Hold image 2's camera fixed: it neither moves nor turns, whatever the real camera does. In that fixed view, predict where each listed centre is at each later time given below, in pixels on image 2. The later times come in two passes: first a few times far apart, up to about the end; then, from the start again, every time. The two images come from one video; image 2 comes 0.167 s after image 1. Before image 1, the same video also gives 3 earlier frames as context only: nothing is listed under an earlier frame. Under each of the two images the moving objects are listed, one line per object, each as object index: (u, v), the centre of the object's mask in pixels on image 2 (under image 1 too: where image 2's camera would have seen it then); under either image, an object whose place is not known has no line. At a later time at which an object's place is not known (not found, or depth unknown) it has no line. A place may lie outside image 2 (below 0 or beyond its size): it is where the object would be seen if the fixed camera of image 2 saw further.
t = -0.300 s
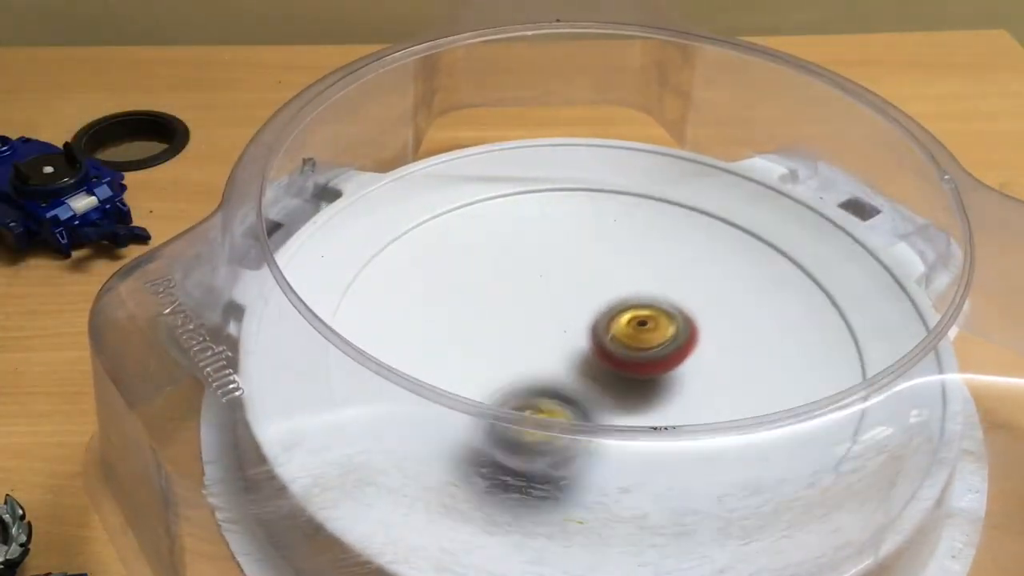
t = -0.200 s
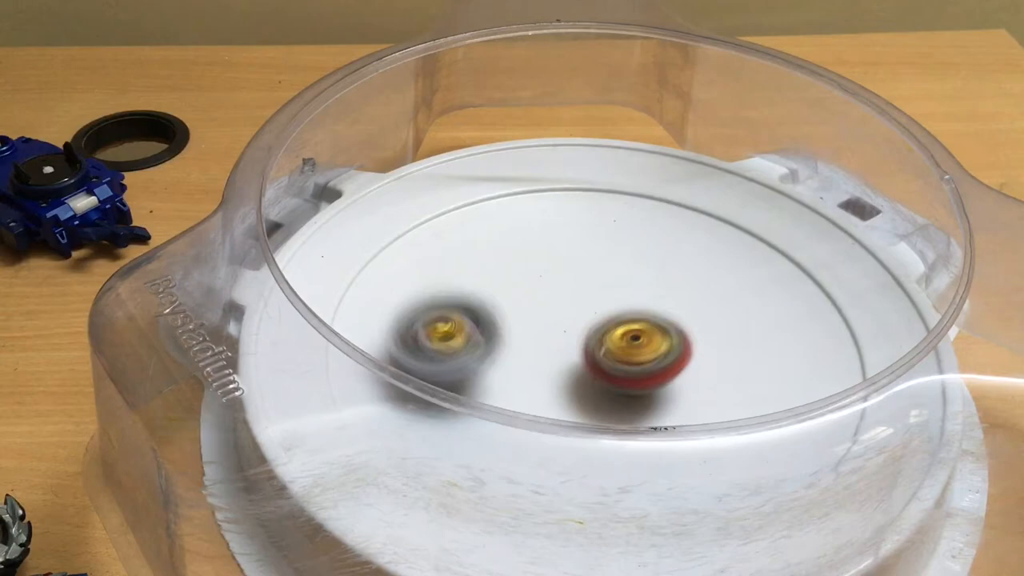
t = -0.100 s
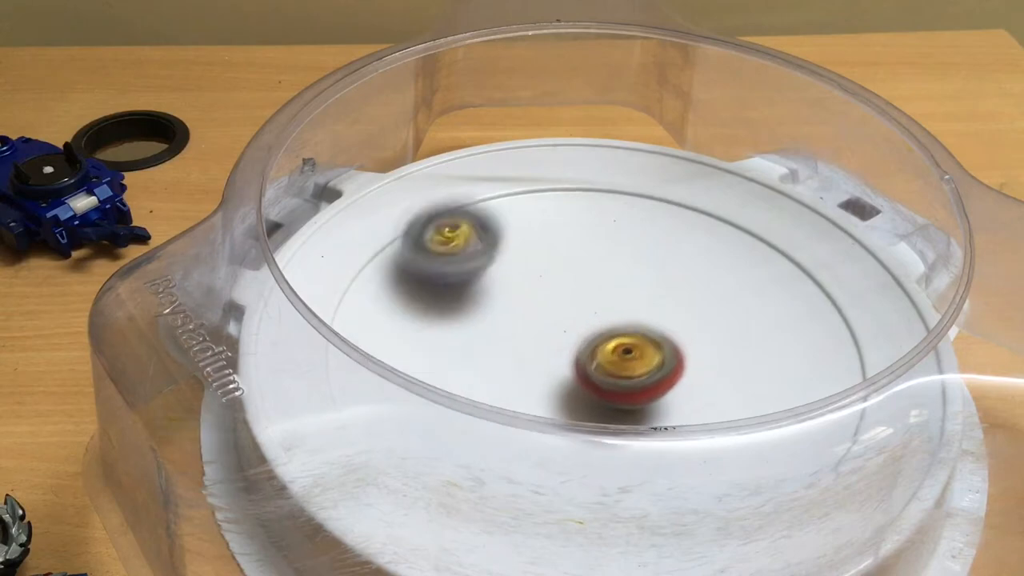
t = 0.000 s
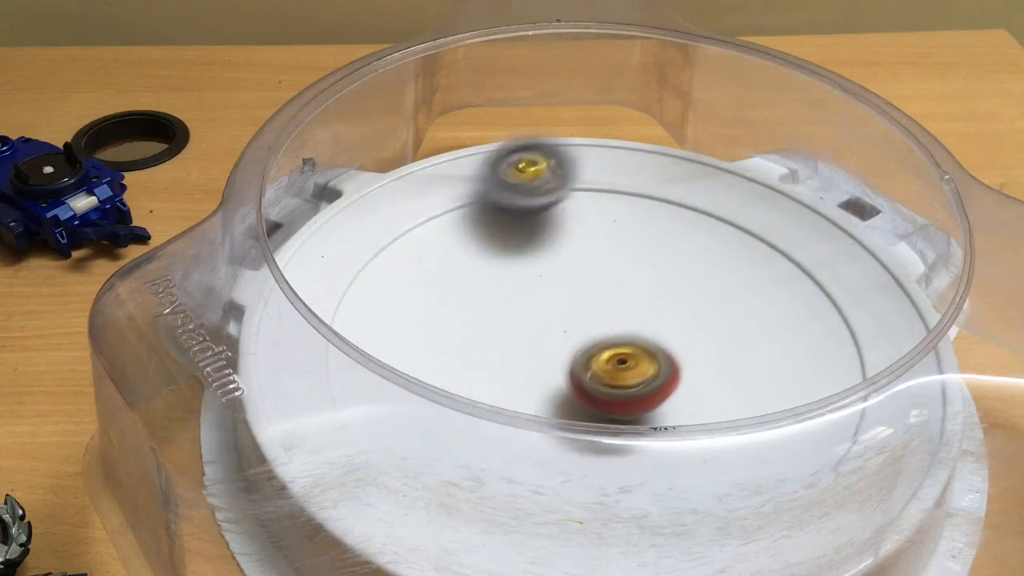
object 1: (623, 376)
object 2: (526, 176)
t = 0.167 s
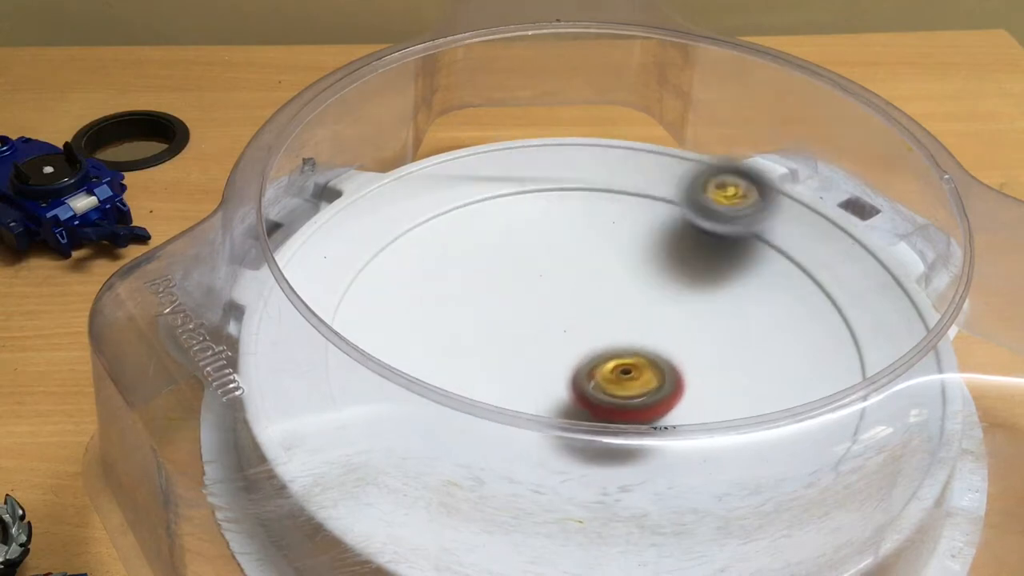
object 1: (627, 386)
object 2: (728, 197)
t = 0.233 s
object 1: (626, 386)
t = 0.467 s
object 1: (482, 349)
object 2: (780, 469)
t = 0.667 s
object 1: (314, 285)
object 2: (582, 512)
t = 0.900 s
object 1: (329, 319)
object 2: (492, 359)
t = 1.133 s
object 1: (456, 362)
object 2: (680, 275)
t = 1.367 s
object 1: (546, 351)
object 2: (825, 347)
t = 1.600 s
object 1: (620, 310)
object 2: (613, 391)
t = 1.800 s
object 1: (661, 280)
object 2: (510, 290)
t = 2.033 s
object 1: (676, 269)
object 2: (606, 196)
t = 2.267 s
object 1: (722, 386)
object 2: (652, 194)
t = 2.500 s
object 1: (735, 394)
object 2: (589, 218)
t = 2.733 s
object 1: (708, 389)
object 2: (483, 231)
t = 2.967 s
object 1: (618, 386)
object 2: (456, 255)
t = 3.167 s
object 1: (555, 383)
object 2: (437, 309)
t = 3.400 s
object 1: (521, 372)
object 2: (462, 264)
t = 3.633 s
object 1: (518, 373)
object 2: (617, 314)
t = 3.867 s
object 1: (546, 347)
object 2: (613, 417)
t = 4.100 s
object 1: (592, 321)
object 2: (505, 368)
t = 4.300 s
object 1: (641, 302)
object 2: (497, 304)
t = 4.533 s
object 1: (689, 299)
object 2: (542, 315)
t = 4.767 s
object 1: (702, 310)
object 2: (516, 351)
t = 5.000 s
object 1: (678, 337)
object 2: (534, 349)
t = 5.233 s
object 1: (702, 346)
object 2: (484, 350)
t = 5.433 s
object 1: (693, 342)
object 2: (455, 287)
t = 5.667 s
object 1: (763, 358)
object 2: (513, 298)
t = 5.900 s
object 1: (774, 365)
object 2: (489, 280)
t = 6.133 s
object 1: (712, 362)
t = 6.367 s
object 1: (624, 338)
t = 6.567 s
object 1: (575, 311)
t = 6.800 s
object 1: (576, 256)
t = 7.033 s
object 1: (591, 235)
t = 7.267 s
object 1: (610, 276)
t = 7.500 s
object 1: (630, 296)
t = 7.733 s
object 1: (607, 261)
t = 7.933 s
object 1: (558, 237)
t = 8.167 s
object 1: (535, 237)
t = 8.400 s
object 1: (522, 261)
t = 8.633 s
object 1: (531, 271)
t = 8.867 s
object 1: (525, 291)
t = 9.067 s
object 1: (536, 280)
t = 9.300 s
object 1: (538, 292)
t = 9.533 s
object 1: (554, 348)
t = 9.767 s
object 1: (473, 370)
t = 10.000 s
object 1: (437, 352)
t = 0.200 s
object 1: (627, 387)
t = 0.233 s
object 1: (626, 386)
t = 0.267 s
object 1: (625, 386)
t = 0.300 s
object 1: (623, 386)
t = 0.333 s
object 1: (620, 386)
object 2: (781, 355)
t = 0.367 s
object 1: (617, 386)
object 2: (754, 378)
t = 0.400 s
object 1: (593, 381)
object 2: (731, 396)
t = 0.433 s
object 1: (534, 363)
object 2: (767, 444)
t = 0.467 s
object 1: (482, 349)
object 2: (780, 469)
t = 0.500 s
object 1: (437, 331)
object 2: (766, 486)
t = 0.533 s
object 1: (401, 317)
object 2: (735, 488)
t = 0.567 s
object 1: (368, 306)
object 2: (700, 490)
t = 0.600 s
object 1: (345, 293)
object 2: (665, 496)
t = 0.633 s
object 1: (334, 287)
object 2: (624, 512)
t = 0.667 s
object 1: (314, 285)
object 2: (582, 512)
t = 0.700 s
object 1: (302, 287)
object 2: (544, 504)
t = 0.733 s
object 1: (288, 292)
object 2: (509, 488)
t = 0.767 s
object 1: (292, 297)
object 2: (489, 460)
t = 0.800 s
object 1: (300, 300)
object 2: (481, 426)
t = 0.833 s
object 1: (308, 308)
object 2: (476, 399)
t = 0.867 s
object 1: (317, 311)
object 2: (486, 371)
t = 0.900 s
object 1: (329, 319)
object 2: (492, 359)
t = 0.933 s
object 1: (340, 326)
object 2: (512, 337)
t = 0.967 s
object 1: (358, 339)
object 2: (536, 319)
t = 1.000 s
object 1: (381, 346)
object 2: (561, 304)
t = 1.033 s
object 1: (401, 354)
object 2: (590, 291)
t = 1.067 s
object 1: (424, 353)
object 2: (619, 283)
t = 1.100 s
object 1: (441, 358)
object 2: (651, 278)
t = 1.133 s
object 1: (456, 362)
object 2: (680, 275)
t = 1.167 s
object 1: (471, 364)
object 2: (709, 274)
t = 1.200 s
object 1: (484, 365)
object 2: (741, 277)
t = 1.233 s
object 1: (496, 365)
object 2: (767, 283)
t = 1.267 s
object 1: (508, 364)
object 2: (792, 294)
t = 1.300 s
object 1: (522, 359)
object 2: (811, 308)
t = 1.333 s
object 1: (534, 356)
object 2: (823, 325)
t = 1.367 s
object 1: (546, 351)
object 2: (825, 347)
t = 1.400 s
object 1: (558, 346)
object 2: (814, 363)
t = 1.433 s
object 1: (569, 341)
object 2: (795, 377)
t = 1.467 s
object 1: (580, 335)
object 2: (761, 390)
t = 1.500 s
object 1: (591, 330)
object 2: (727, 398)
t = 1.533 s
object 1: (600, 324)
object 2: (690, 401)
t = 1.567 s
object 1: (610, 317)
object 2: (645, 396)
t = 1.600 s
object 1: (620, 310)
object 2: (613, 391)
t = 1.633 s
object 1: (630, 305)
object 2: (585, 380)
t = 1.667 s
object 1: (637, 302)
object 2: (562, 370)
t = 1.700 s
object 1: (643, 296)
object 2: (536, 354)
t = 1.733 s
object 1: (648, 290)
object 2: (523, 332)
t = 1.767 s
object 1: (655, 284)
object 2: (513, 311)
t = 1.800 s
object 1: (661, 280)
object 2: (510, 290)
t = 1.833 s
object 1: (665, 277)
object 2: (512, 271)
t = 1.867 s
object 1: (667, 275)
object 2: (517, 252)
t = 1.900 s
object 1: (668, 272)
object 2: (528, 235)
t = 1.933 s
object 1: (670, 271)
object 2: (542, 218)
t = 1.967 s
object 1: (673, 269)
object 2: (559, 208)
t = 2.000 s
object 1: (676, 269)
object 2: (583, 198)
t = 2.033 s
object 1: (676, 269)
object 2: (606, 196)
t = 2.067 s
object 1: (680, 277)
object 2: (628, 192)
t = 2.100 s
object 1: (695, 307)
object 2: (636, 168)
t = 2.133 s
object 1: (706, 332)
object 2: (641, 166)
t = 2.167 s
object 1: (714, 353)
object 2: (645, 175)
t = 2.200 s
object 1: (719, 369)
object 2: (649, 182)
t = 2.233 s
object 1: (720, 380)
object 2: (652, 189)
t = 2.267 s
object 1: (722, 386)
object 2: (652, 194)
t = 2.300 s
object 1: (724, 389)
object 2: (651, 199)
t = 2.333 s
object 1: (727, 392)
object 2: (647, 200)
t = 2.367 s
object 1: (730, 394)
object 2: (639, 203)
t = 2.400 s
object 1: (732, 395)
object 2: (629, 204)
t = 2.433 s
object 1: (735, 395)
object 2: (618, 208)
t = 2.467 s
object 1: (736, 395)
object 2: (604, 212)
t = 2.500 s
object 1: (735, 394)
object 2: (589, 218)
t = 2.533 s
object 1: (734, 393)
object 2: (575, 220)
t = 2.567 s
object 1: (733, 392)
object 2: (559, 223)
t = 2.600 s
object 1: (731, 392)
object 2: (543, 225)
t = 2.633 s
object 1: (728, 390)
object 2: (527, 228)
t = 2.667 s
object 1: (724, 390)
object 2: (511, 231)
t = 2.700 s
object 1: (717, 389)
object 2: (496, 231)
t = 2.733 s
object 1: (708, 389)
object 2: (483, 231)
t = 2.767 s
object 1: (697, 389)
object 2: (472, 231)
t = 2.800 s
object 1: (686, 389)
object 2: (462, 230)
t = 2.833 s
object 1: (673, 390)
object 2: (456, 231)
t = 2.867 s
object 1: (660, 390)
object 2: (453, 233)
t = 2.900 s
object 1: (646, 390)
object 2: (453, 237)
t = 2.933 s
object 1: (632, 387)
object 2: (454, 245)
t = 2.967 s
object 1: (618, 386)
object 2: (456, 255)
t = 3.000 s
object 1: (605, 383)
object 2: (458, 265)
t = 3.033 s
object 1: (591, 384)
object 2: (460, 278)
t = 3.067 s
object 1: (577, 381)
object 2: (461, 293)
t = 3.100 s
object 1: (564, 377)
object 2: (460, 306)
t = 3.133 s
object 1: (555, 377)
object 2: (453, 316)
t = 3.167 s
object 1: (555, 383)
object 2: (437, 309)
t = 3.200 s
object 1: (553, 385)
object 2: (425, 302)
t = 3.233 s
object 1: (550, 386)
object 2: (413, 291)
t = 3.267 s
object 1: (544, 384)
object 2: (410, 279)
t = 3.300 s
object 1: (539, 383)
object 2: (413, 269)
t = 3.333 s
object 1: (532, 379)
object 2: (425, 263)
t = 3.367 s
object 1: (526, 376)
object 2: (442, 261)
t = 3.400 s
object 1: (521, 372)
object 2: (462, 264)
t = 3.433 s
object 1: (517, 368)
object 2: (487, 274)
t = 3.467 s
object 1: (514, 367)
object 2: (509, 281)
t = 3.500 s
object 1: (515, 373)
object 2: (532, 280)
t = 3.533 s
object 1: (515, 375)
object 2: (553, 283)
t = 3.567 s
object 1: (515, 376)
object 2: (577, 290)
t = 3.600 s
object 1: (516, 375)
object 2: (597, 300)
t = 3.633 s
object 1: (518, 373)
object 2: (617, 314)
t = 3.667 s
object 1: (521, 371)
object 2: (631, 329)
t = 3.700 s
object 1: (524, 369)
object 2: (641, 345)
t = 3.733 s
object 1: (528, 365)
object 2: (646, 364)
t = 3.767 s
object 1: (532, 361)
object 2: (647, 380)
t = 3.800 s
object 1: (536, 356)
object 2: (642, 391)
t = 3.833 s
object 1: (541, 352)
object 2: (627, 398)
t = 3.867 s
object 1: (546, 347)
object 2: (613, 417)
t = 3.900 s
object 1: (551, 342)
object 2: (592, 423)
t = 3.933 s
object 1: (559, 338)
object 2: (568, 424)
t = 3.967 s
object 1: (565, 335)
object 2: (546, 420)
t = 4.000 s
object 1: (572, 332)
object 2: (526, 411)
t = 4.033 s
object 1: (579, 328)
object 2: (514, 399)
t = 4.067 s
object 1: (585, 325)
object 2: (506, 385)
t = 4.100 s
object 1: (592, 321)
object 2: (505, 368)
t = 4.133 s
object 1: (600, 318)
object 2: (510, 353)
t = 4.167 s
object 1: (610, 312)
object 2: (509, 342)
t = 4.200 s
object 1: (621, 308)
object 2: (497, 329)
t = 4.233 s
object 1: (630, 305)
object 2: (491, 321)
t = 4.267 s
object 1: (636, 304)
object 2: (491, 311)
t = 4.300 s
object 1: (641, 302)
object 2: (497, 304)
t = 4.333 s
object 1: (647, 300)
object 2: (507, 298)
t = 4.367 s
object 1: (652, 299)
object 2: (522, 295)
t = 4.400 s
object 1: (656, 299)
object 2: (538, 296)
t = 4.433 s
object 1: (669, 298)
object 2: (543, 299)
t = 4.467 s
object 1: (678, 299)
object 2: (543, 303)
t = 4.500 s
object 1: (684, 299)
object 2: (542, 309)
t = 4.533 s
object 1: (689, 299)
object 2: (542, 315)
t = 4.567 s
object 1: (694, 300)
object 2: (541, 322)
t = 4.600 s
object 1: (697, 300)
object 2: (539, 329)
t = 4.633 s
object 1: (700, 302)
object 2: (535, 335)
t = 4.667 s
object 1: (701, 303)
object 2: (530, 340)
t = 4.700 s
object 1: (702, 305)
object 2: (525, 345)
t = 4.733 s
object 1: (702, 307)
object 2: (520, 349)
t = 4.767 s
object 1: (702, 310)
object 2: (516, 351)
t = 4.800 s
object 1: (700, 313)
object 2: (513, 351)
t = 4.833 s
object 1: (699, 317)
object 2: (512, 351)
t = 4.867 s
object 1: (696, 320)
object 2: (512, 350)
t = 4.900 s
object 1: (693, 324)
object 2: (513, 350)
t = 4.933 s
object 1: (689, 329)
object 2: (518, 348)
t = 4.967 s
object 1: (684, 332)
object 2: (523, 349)
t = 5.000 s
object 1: (678, 337)
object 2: (534, 349)
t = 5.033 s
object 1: (671, 341)
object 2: (543, 350)
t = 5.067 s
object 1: (669, 344)
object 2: (549, 354)
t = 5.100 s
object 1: (668, 346)
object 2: (548, 356)
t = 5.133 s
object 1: (663, 349)
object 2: (544, 357)
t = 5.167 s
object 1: (662, 350)
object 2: (536, 358)
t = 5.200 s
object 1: (687, 348)
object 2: (505, 356)
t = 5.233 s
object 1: (702, 346)
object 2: (484, 350)
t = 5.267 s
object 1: (708, 345)
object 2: (463, 342)
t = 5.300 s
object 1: (707, 344)
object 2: (446, 331)
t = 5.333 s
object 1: (704, 344)
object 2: (437, 318)
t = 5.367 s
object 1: (701, 343)
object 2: (435, 306)
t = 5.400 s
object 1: (698, 343)
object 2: (441, 295)
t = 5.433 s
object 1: (693, 342)
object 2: (455, 287)
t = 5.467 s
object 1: (689, 342)
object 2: (473, 284)
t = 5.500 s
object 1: (683, 341)
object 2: (496, 285)
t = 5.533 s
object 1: (679, 340)
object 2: (519, 289)
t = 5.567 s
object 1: (673, 339)
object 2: (539, 297)
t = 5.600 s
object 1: (681, 343)
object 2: (551, 305)
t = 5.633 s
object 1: (726, 351)
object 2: (529, 302)
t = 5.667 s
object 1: (763, 358)
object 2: (513, 298)
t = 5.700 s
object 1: (786, 362)
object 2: (499, 293)
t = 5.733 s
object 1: (794, 363)
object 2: (486, 288)
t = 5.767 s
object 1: (797, 364)
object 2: (479, 282)
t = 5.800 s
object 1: (794, 365)
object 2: (476, 279)
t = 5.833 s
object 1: (787, 365)
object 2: (479, 278)
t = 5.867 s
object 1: (781, 365)
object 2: (483, 278)
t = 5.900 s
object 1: (774, 365)
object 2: (489, 280)
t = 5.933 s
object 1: (768, 364)
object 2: (496, 284)
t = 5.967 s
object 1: (761, 362)
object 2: (506, 291)
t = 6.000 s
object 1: (753, 363)
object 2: (514, 298)
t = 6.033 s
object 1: (744, 363)
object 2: (525, 307)
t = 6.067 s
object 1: (733, 363)
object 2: (534, 320)
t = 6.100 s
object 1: (722, 363)
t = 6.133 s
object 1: (712, 362)
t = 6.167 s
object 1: (699, 361)
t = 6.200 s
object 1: (683, 361)
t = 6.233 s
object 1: (667, 363)
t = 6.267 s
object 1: (652, 359)
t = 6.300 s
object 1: (644, 350)
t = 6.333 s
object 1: (636, 344)
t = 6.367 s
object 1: (624, 338)
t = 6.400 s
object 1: (612, 333)
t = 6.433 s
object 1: (603, 328)
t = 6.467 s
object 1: (595, 324)
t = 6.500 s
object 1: (587, 320)
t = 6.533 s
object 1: (580, 316)
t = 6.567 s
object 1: (575, 311)
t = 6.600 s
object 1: (570, 307)
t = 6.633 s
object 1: (567, 303)
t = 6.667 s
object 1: (567, 299)
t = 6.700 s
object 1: (571, 288)
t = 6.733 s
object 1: (574, 278)
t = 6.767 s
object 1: (574, 267)
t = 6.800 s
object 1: (576, 256)
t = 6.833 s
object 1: (577, 246)
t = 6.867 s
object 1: (580, 239)
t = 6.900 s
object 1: (583, 234)
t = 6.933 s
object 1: (586, 231)
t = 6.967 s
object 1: (588, 230)
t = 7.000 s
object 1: (590, 231)
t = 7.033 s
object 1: (591, 235)
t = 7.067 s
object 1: (593, 239)
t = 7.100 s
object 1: (594, 242)
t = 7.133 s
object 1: (594, 246)
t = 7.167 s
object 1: (594, 252)
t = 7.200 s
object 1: (597, 260)
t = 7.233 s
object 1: (602, 268)
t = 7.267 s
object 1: (610, 276)
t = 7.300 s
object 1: (617, 285)
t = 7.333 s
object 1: (622, 295)
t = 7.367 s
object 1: (629, 293)
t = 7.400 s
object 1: (630, 290)
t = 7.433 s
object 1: (632, 290)
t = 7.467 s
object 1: (631, 293)
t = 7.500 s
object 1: (630, 296)
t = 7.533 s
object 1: (630, 298)
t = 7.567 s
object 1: (628, 302)
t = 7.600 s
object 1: (626, 304)
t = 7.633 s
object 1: (623, 305)
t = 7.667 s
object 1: (619, 297)
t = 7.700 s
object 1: (613, 276)
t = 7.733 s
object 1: (607, 261)
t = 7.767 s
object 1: (598, 251)
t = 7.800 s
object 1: (586, 245)
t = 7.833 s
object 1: (577, 241)
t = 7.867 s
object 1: (568, 239)
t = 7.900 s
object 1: (563, 238)
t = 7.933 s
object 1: (558, 237)
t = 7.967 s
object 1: (552, 235)
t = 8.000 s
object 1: (549, 234)
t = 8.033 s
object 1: (545, 234)
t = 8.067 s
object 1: (543, 234)
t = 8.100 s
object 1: (540, 234)
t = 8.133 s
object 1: (538, 235)
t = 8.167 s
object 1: (535, 237)
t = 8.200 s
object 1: (533, 239)
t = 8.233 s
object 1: (532, 241)
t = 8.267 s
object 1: (530, 245)
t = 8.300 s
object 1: (528, 248)
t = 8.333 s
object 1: (527, 253)
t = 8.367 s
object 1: (525, 257)
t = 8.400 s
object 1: (522, 261)
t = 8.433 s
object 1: (521, 265)
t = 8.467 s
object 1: (524, 263)
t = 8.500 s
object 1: (527, 263)
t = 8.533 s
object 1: (529, 265)
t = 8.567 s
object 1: (528, 266)
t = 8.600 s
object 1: (530, 269)
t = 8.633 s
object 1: (531, 271)
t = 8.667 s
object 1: (528, 275)
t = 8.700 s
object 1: (528, 277)
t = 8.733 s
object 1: (528, 280)
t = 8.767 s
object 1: (528, 283)
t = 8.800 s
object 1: (526, 286)
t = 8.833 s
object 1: (525, 289)
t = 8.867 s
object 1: (525, 291)
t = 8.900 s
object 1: (522, 295)
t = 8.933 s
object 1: (521, 297)
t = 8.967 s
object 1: (525, 285)
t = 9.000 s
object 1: (528, 279)
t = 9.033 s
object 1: (533, 279)
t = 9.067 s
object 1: (536, 280)
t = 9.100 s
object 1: (535, 280)
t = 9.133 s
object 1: (534, 281)
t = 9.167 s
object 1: (534, 282)
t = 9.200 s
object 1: (535, 283)
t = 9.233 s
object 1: (536, 285)
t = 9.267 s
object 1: (536, 289)
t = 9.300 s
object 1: (538, 292)
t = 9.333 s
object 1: (542, 300)
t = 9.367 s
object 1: (543, 307)
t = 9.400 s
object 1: (548, 314)
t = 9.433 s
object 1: (550, 323)
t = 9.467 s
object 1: (552, 331)
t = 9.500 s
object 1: (553, 340)
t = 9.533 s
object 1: (554, 348)
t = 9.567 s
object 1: (555, 356)
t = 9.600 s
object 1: (554, 363)
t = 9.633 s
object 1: (548, 372)
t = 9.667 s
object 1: (530, 373)
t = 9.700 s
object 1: (506, 373)
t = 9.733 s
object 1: (487, 373)
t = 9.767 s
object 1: (473, 370)
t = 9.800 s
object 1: (460, 369)
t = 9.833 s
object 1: (450, 366)
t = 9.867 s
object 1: (441, 363)
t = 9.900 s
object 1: (433, 360)
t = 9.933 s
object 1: (433, 358)
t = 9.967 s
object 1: (435, 355)
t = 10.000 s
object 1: (437, 352)
